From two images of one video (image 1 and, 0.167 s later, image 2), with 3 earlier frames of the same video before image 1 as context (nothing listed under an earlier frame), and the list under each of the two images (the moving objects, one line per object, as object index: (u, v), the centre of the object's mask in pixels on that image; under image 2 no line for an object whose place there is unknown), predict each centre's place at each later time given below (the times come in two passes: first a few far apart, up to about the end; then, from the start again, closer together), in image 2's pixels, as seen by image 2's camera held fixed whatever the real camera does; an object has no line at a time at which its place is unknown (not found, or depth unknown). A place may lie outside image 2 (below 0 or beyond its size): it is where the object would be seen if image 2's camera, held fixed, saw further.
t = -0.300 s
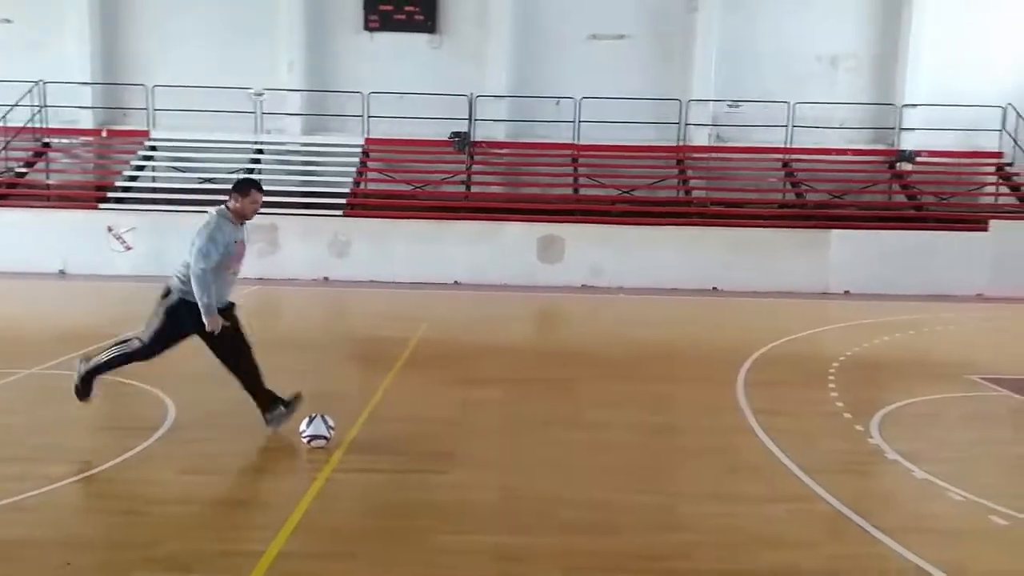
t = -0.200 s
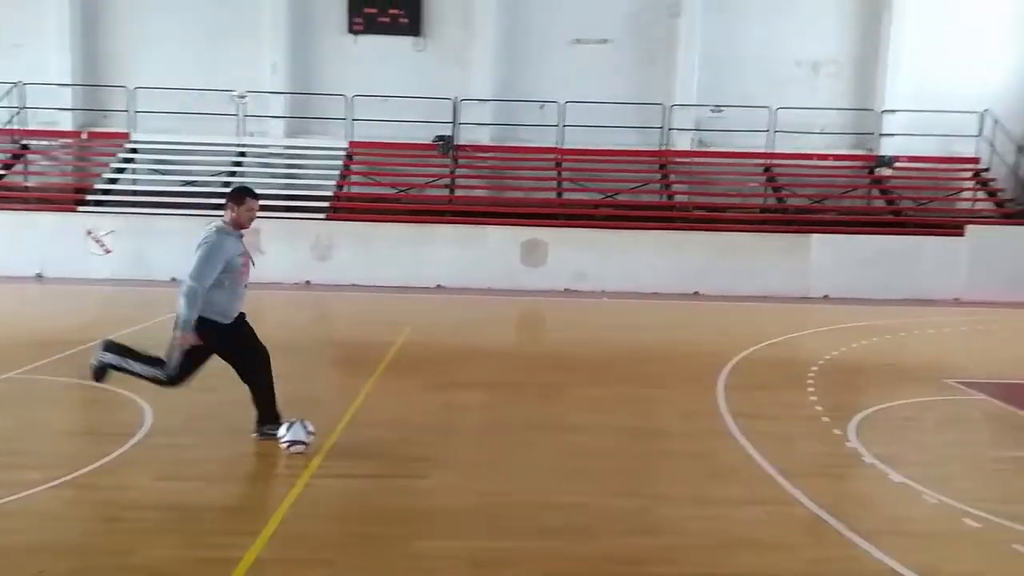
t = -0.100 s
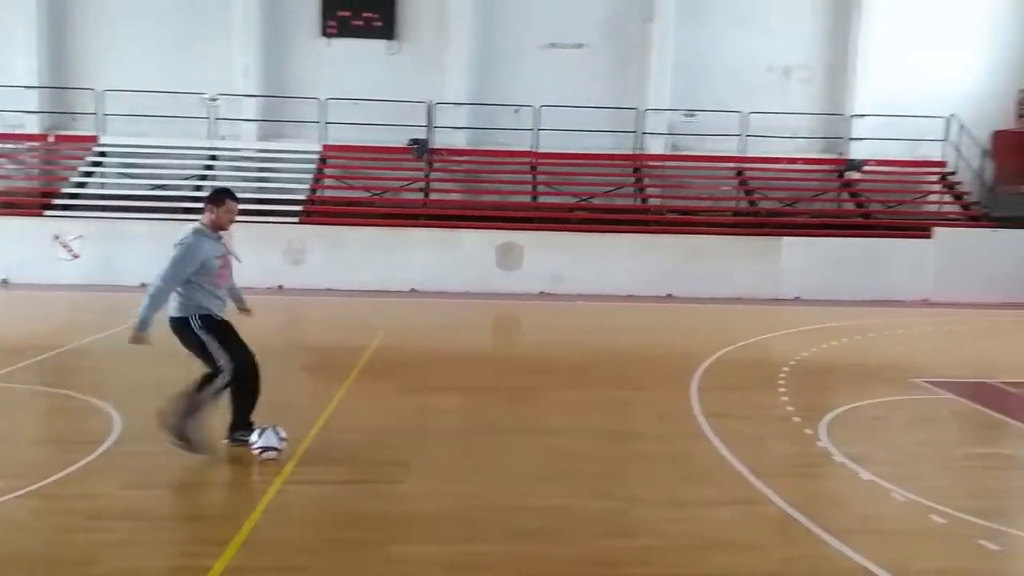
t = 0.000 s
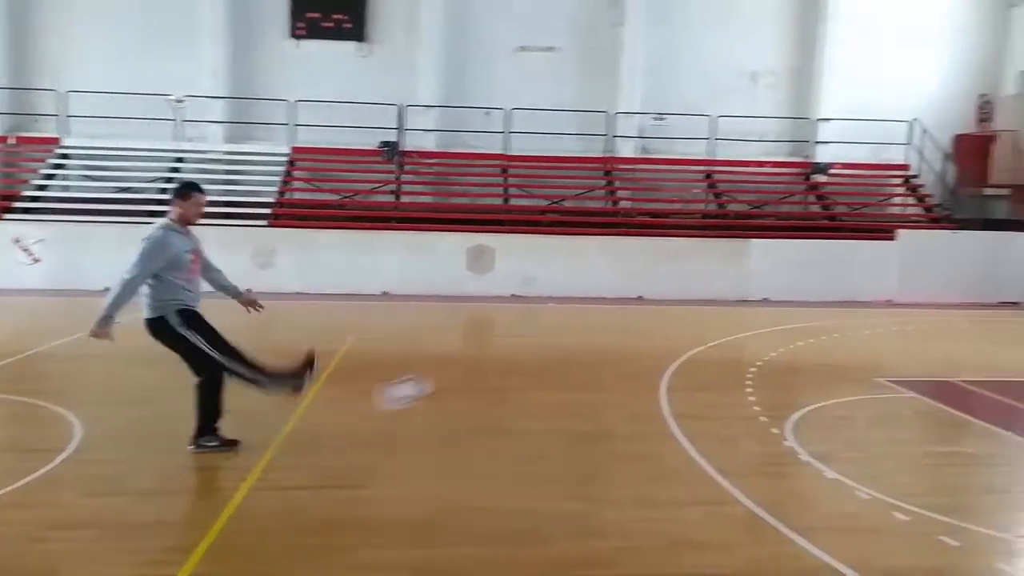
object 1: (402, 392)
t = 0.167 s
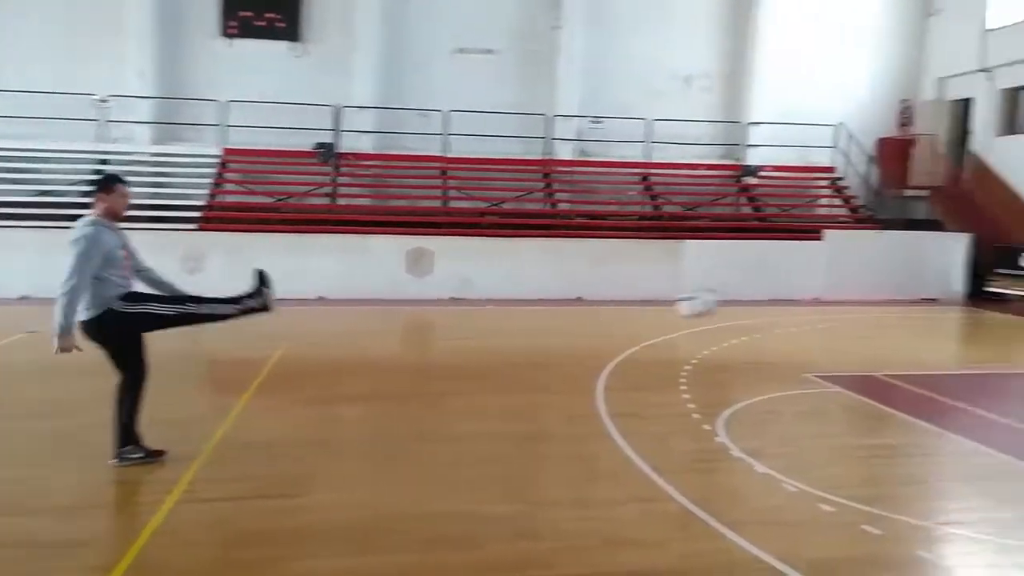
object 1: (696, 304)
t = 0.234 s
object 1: (833, 277)
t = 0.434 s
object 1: (1195, 238)
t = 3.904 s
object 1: (280, 467)
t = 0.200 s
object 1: (766, 288)
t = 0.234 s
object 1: (833, 277)
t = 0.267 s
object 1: (894, 268)
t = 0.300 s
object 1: (965, 256)
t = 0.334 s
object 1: (1021, 250)
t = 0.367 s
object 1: (1079, 242)
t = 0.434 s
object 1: (1195, 238)
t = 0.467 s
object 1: (1252, 238)
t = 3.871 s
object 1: (299, 466)
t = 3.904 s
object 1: (280, 467)
